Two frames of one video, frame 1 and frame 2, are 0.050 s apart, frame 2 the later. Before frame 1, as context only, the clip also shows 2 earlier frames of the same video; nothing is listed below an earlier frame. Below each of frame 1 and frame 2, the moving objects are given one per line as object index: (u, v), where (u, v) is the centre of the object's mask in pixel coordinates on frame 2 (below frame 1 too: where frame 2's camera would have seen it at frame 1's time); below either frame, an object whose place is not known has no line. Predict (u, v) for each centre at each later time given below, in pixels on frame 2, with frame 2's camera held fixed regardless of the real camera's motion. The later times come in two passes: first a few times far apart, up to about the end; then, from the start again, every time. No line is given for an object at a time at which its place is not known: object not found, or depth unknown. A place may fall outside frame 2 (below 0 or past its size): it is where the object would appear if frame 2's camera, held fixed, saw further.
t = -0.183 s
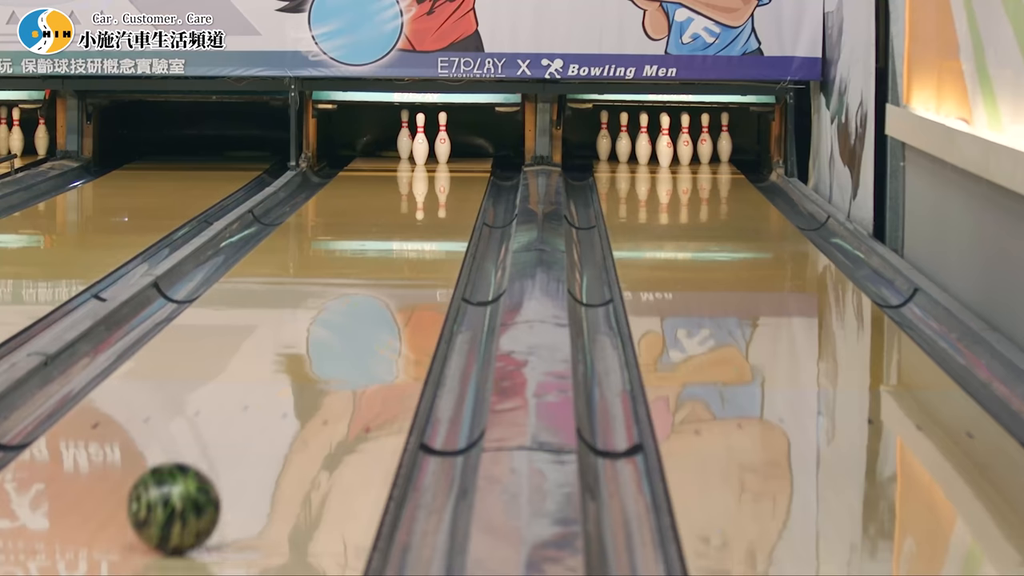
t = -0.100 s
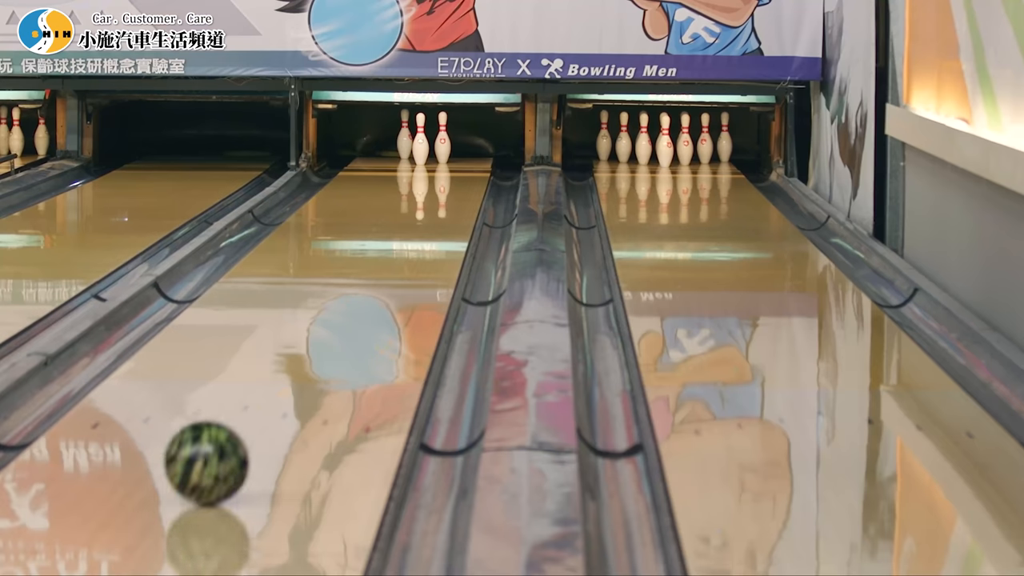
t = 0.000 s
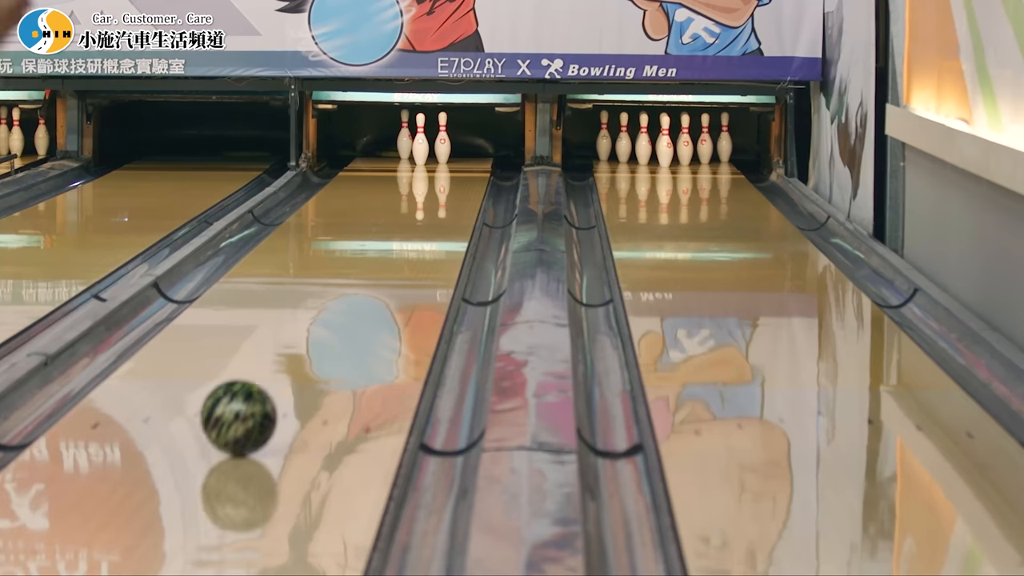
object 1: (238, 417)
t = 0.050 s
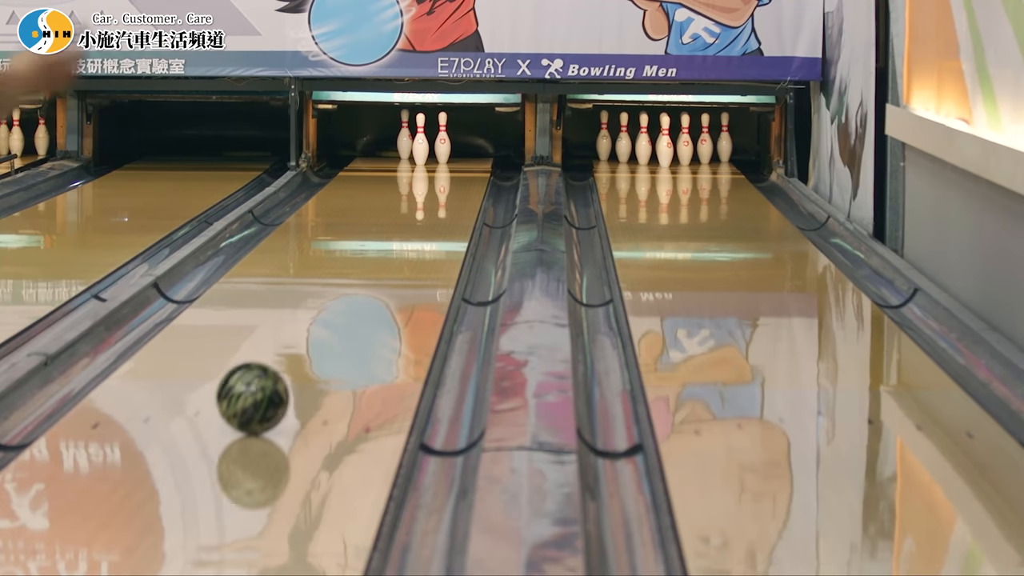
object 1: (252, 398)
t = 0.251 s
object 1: (298, 336)
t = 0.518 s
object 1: (340, 276)
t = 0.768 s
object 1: (369, 236)
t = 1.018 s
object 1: (390, 206)
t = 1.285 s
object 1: (408, 183)
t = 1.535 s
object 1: (422, 165)
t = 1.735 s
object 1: (433, 152)
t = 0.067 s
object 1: (257, 392)
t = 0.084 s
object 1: (261, 386)
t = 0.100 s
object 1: (265, 380)
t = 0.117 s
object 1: (269, 375)
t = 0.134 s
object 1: (273, 369)
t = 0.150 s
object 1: (277, 363)
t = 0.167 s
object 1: (281, 358)
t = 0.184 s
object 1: (284, 353)
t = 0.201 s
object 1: (288, 348)
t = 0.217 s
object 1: (292, 344)
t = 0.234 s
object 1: (295, 340)
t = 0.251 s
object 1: (298, 336)
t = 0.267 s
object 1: (301, 331)
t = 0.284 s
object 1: (304, 327)
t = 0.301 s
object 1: (307, 322)
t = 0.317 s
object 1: (310, 318)
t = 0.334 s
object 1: (313, 314)
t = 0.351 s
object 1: (316, 310)
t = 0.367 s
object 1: (318, 306)
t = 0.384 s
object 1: (321, 303)
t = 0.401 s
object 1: (324, 299)
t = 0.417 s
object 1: (326, 295)
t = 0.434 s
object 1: (329, 292)
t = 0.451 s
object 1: (331, 289)
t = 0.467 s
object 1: (334, 286)
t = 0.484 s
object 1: (336, 282)
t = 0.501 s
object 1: (338, 279)
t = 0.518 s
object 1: (340, 276)
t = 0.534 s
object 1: (342, 273)
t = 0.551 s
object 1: (345, 270)
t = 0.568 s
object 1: (347, 267)
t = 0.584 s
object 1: (349, 264)
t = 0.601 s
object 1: (351, 262)
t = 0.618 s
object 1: (353, 259)
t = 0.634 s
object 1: (354, 256)
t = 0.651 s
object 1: (356, 253)
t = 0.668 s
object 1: (358, 251)
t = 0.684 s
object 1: (360, 249)
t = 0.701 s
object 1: (362, 246)
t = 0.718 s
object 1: (364, 244)
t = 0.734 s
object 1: (365, 241)
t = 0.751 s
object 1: (367, 239)
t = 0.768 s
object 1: (369, 236)
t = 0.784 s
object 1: (370, 234)
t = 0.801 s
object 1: (372, 232)
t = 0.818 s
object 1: (374, 229)
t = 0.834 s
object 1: (375, 227)
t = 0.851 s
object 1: (376, 225)
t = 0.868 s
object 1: (378, 223)
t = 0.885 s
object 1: (379, 221)
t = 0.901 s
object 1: (381, 219)
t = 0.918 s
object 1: (382, 217)
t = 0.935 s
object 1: (383, 216)
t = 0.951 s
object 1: (384, 213)
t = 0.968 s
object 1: (386, 212)
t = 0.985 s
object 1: (388, 210)
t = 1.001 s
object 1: (389, 208)
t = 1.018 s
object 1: (390, 206)
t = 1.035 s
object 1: (391, 205)
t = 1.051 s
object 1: (392, 203)
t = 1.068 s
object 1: (394, 202)
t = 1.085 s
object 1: (395, 200)
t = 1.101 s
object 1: (396, 199)
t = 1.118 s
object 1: (398, 197)
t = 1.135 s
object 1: (399, 196)
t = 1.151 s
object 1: (400, 194)
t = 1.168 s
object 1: (402, 192)
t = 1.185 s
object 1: (403, 191)
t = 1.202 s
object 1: (403, 190)
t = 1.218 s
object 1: (404, 189)
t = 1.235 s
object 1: (406, 187)
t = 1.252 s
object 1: (406, 186)
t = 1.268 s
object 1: (407, 184)
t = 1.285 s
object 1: (408, 183)
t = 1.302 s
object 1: (410, 182)
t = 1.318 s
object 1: (411, 180)
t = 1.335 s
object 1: (411, 179)
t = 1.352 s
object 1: (412, 178)
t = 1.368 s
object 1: (413, 176)
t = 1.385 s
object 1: (414, 175)
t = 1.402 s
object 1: (415, 174)
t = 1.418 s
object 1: (416, 173)
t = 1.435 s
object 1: (417, 171)
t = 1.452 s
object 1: (418, 170)
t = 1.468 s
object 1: (419, 169)
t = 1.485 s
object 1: (420, 168)
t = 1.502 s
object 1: (420, 167)
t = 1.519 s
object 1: (421, 166)
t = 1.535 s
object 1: (422, 165)
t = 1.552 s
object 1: (423, 164)
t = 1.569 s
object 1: (424, 162)
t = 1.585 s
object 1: (425, 161)
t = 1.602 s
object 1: (426, 160)
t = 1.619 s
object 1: (427, 159)
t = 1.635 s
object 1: (428, 158)
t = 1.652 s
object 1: (429, 157)
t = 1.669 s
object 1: (429, 156)
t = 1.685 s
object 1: (430, 155)
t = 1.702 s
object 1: (431, 153)
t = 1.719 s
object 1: (431, 152)
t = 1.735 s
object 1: (433, 152)
